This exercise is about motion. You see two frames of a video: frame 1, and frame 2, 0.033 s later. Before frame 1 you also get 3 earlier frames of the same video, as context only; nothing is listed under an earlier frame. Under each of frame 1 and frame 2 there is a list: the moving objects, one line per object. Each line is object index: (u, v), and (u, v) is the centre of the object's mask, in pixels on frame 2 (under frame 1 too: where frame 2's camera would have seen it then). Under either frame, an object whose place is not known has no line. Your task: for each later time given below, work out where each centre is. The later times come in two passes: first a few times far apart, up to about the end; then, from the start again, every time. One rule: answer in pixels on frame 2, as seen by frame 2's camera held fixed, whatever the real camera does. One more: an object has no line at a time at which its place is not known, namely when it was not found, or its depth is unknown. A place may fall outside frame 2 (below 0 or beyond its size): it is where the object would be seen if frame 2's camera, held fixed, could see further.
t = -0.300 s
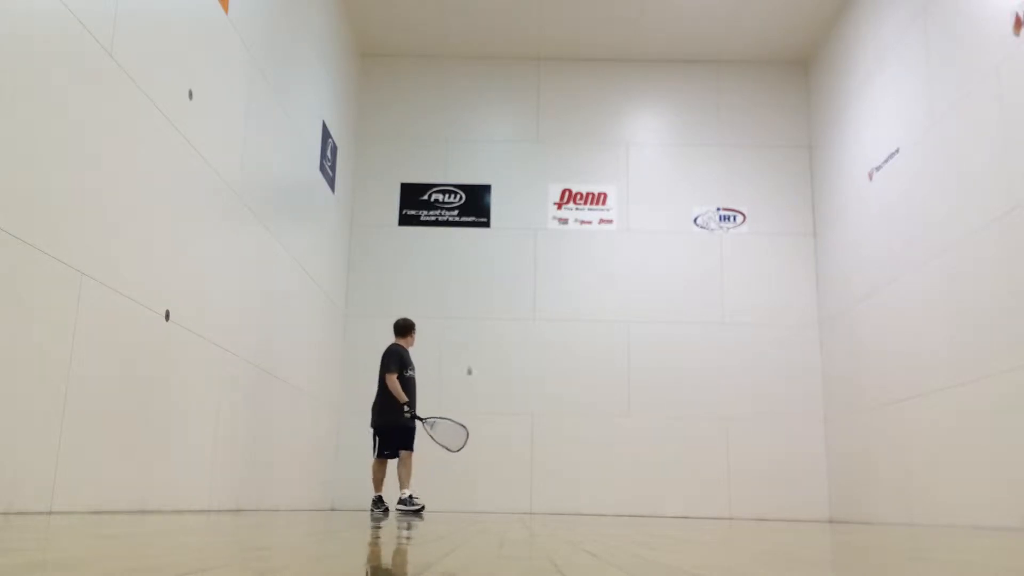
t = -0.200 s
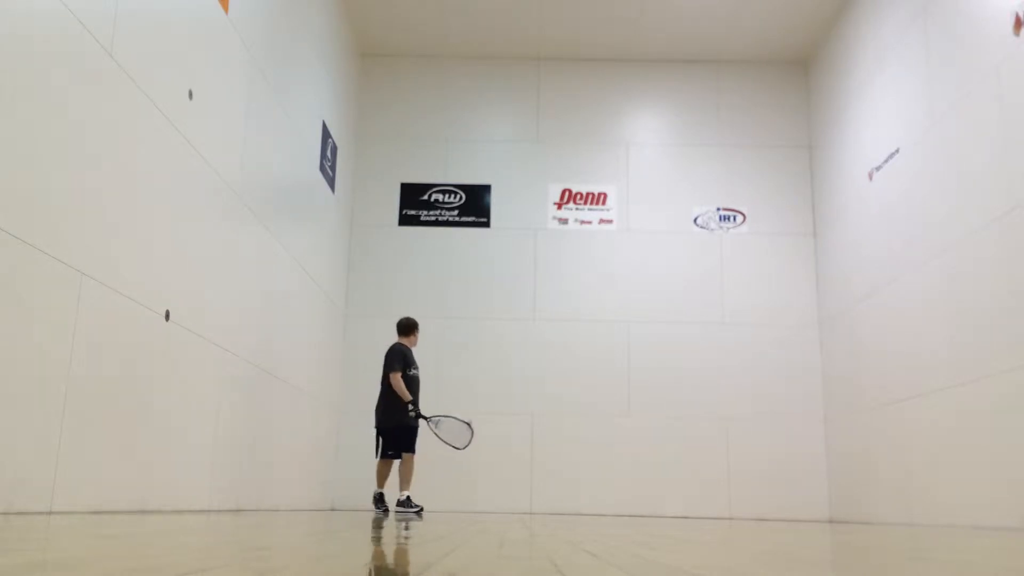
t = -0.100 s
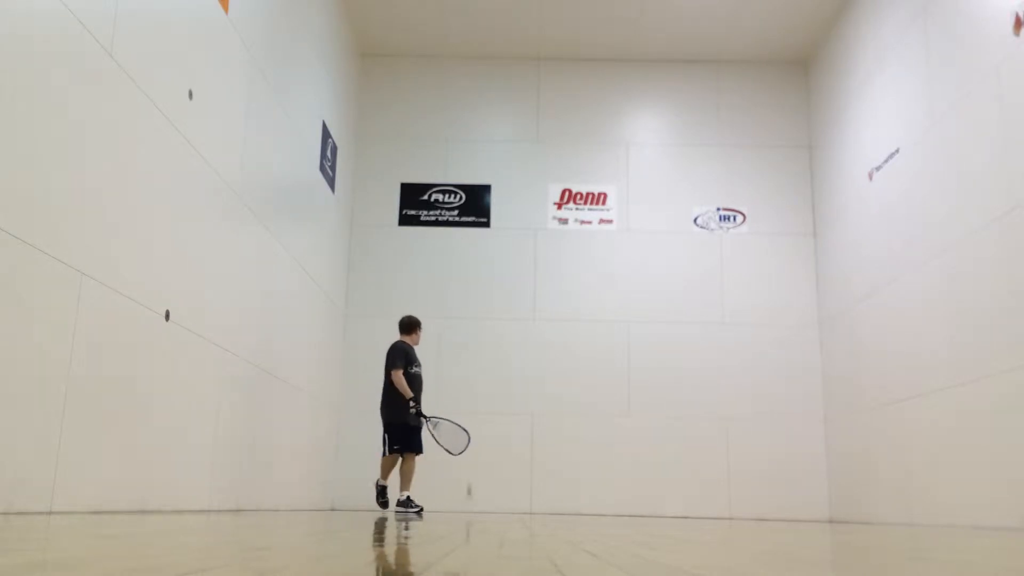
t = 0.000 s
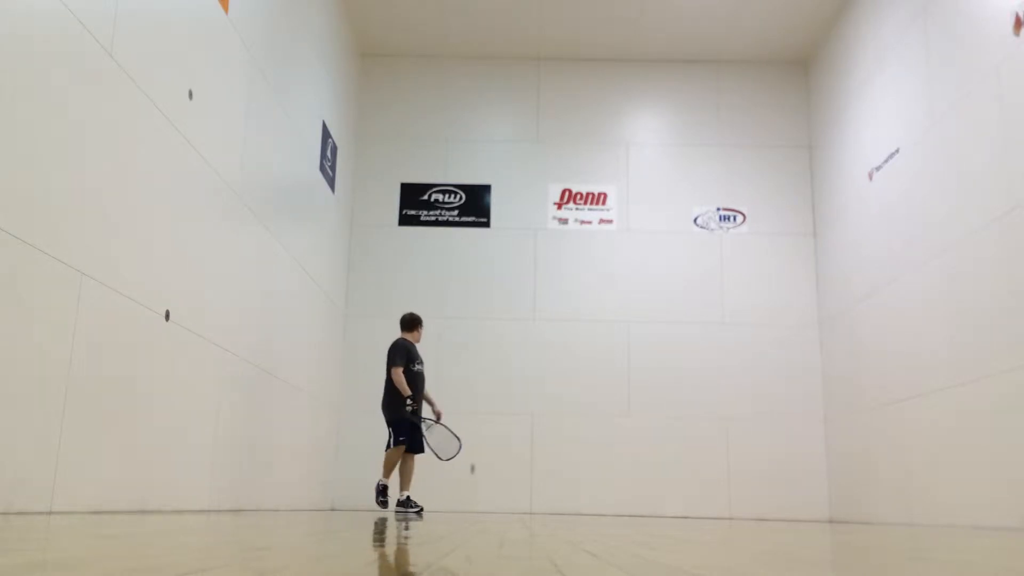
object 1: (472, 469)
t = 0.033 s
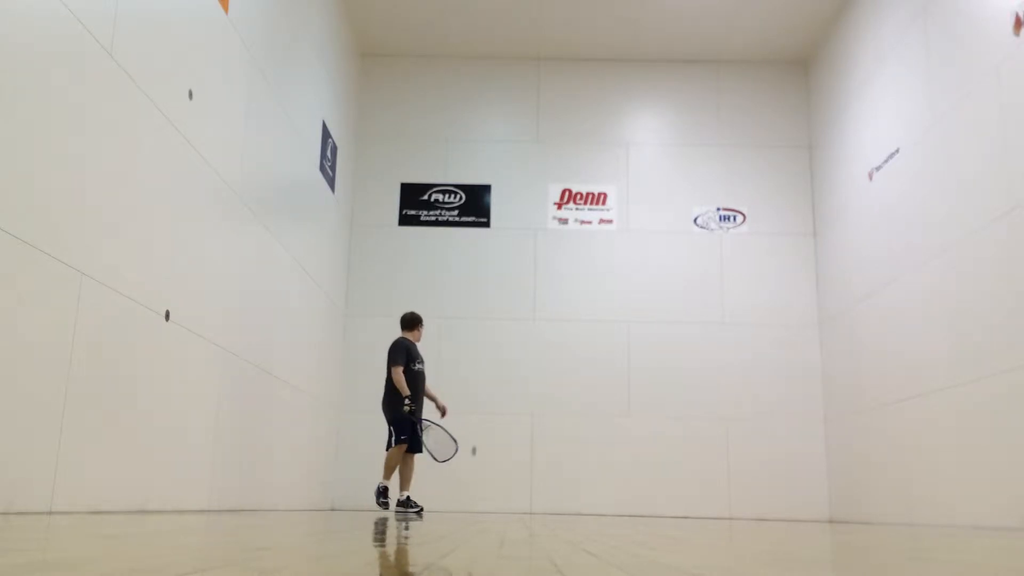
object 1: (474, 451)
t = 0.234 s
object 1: (481, 364)
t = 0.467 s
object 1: (489, 303)
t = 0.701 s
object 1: (495, 289)
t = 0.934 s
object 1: (502, 324)
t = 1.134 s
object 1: (507, 401)
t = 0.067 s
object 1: (475, 434)
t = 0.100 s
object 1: (477, 418)
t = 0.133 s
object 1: (477, 403)
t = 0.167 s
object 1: (479, 389)
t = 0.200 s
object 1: (480, 376)
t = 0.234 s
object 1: (481, 364)
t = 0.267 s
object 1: (482, 352)
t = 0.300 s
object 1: (483, 341)
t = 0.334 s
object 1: (484, 332)
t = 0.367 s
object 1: (486, 323)
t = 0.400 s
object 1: (487, 316)
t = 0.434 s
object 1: (488, 309)
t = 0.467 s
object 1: (489, 303)
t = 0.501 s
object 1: (489, 298)
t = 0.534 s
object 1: (488, 294)
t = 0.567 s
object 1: (489, 291)
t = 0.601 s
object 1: (491, 289)
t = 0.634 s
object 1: (493, 288)
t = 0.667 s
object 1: (494, 288)
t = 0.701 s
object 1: (495, 289)
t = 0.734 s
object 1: (496, 291)
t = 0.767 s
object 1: (497, 293)
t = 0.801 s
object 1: (498, 297)
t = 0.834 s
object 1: (499, 303)
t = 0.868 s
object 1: (500, 309)
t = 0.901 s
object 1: (501, 316)
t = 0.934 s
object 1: (502, 324)
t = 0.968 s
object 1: (503, 334)
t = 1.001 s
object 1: (504, 345)
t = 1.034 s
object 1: (505, 357)
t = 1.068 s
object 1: (505, 370)
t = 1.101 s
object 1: (506, 385)
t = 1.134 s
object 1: (507, 401)
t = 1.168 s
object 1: (508, 419)
